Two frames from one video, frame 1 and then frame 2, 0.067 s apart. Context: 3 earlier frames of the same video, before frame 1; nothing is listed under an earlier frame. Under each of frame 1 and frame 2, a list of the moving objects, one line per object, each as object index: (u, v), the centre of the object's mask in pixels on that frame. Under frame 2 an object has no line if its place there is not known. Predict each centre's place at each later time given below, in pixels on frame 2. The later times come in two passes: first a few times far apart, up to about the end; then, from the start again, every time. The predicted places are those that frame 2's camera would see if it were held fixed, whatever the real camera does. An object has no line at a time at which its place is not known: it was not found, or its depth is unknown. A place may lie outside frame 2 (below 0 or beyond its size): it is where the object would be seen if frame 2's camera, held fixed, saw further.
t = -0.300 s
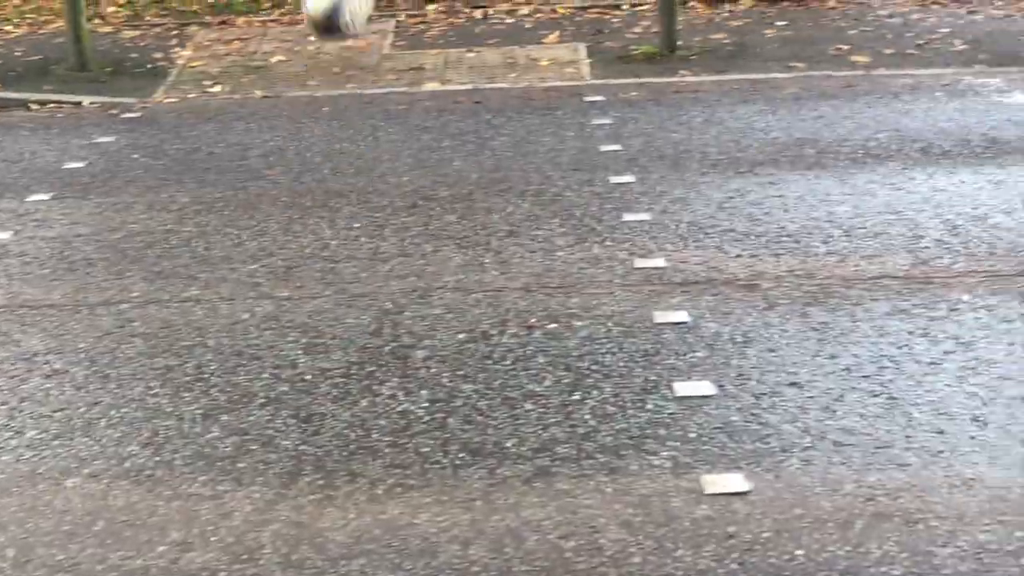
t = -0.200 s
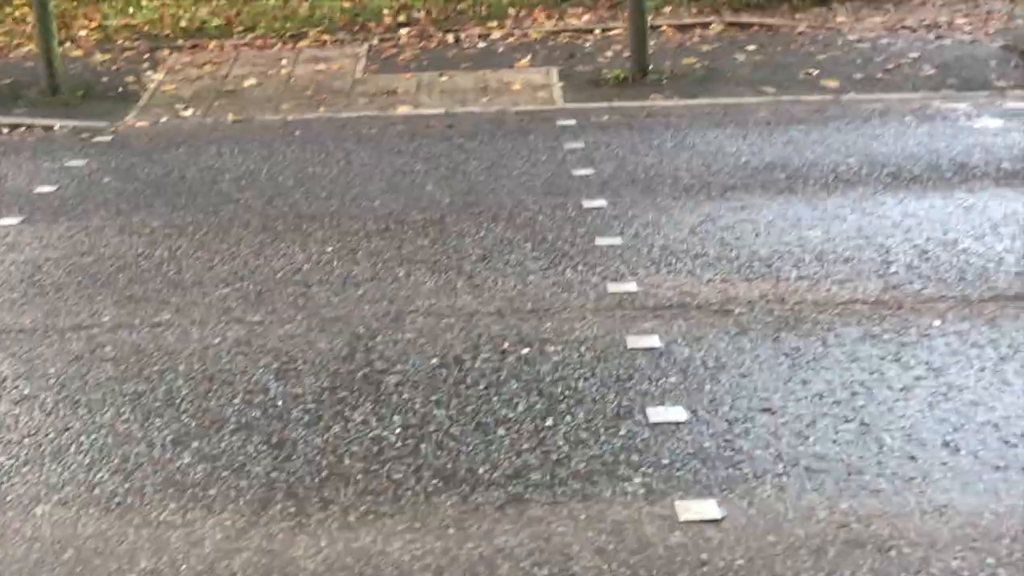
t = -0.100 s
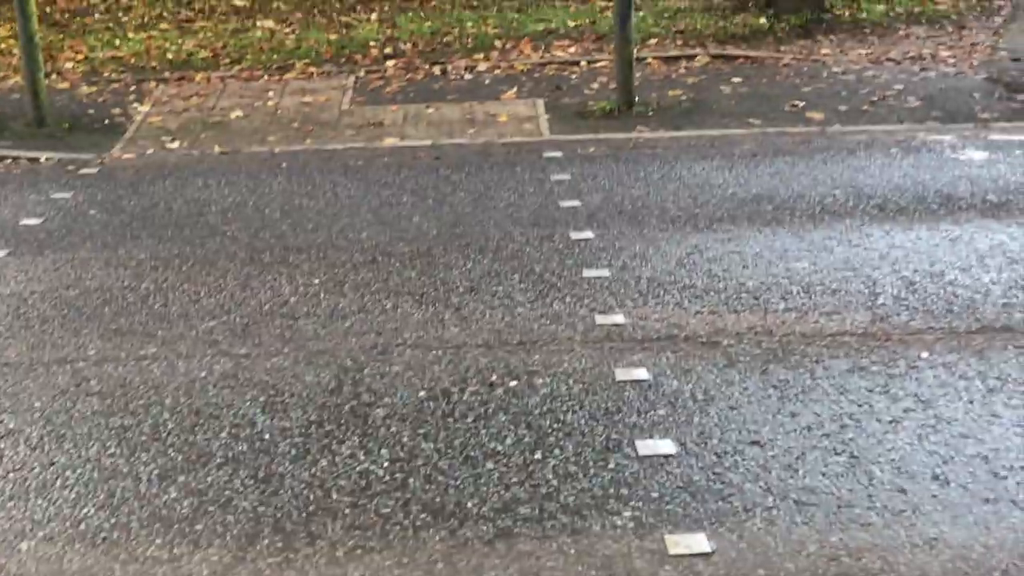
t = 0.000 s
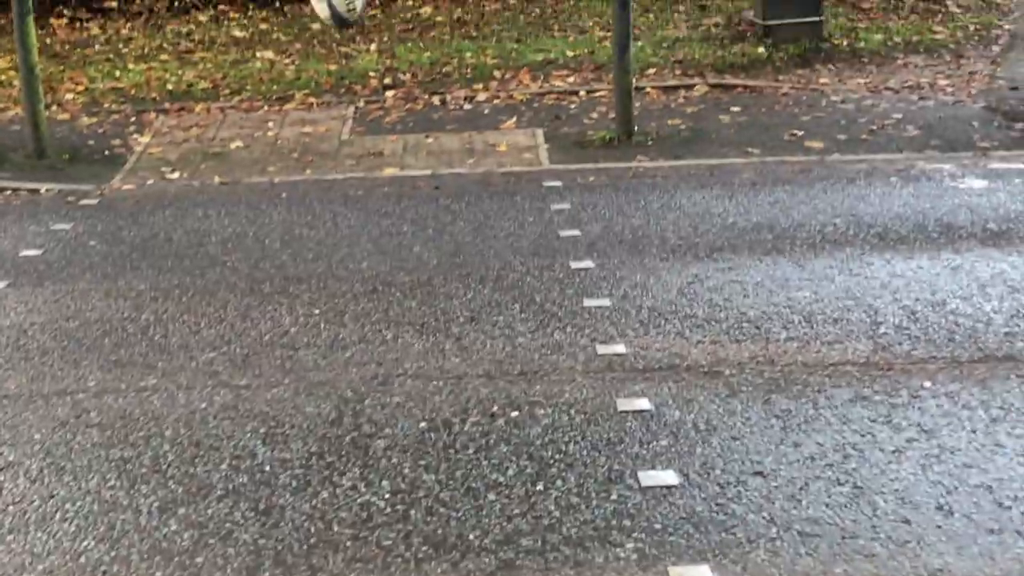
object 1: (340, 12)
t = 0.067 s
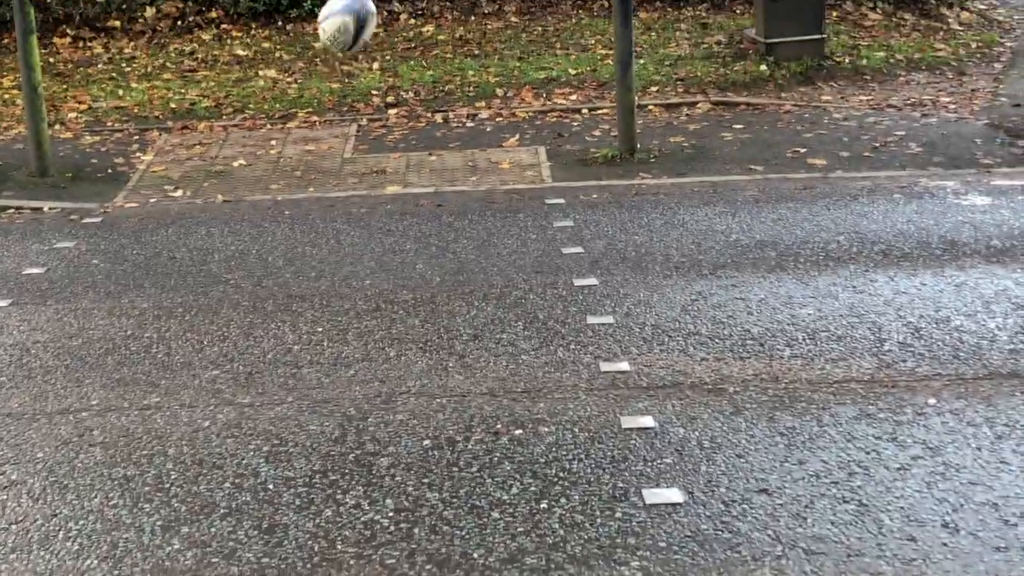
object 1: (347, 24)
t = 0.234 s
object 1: (372, 113)
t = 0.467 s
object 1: (381, 224)
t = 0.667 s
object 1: (335, 104)
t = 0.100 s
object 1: (352, 35)
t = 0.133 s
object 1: (356, 50)
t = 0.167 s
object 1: (362, 70)
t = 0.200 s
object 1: (367, 90)
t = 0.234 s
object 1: (372, 113)
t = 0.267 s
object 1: (376, 136)
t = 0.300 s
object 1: (380, 164)
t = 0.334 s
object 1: (385, 193)
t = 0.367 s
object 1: (388, 223)
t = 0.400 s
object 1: (392, 256)
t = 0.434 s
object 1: (389, 253)
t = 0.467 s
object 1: (381, 224)
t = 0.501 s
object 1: (373, 198)
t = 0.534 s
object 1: (365, 173)
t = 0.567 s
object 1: (357, 151)
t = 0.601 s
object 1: (349, 132)
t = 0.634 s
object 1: (342, 118)
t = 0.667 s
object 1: (335, 104)
